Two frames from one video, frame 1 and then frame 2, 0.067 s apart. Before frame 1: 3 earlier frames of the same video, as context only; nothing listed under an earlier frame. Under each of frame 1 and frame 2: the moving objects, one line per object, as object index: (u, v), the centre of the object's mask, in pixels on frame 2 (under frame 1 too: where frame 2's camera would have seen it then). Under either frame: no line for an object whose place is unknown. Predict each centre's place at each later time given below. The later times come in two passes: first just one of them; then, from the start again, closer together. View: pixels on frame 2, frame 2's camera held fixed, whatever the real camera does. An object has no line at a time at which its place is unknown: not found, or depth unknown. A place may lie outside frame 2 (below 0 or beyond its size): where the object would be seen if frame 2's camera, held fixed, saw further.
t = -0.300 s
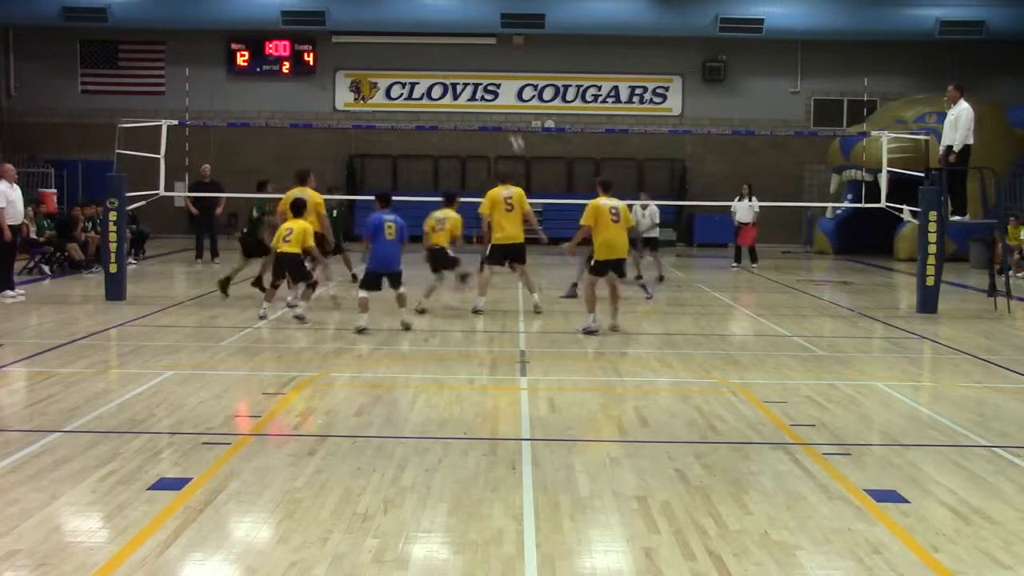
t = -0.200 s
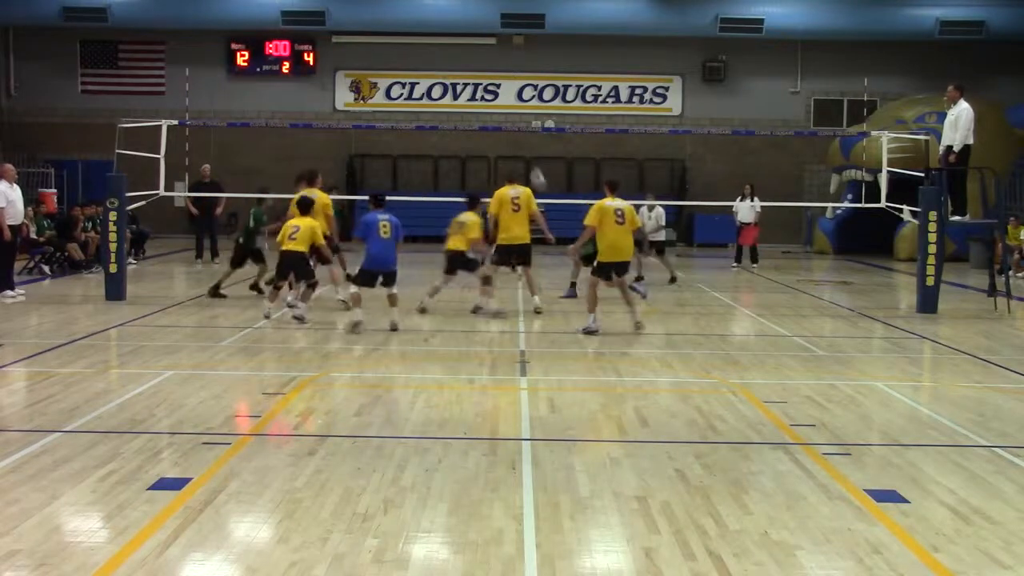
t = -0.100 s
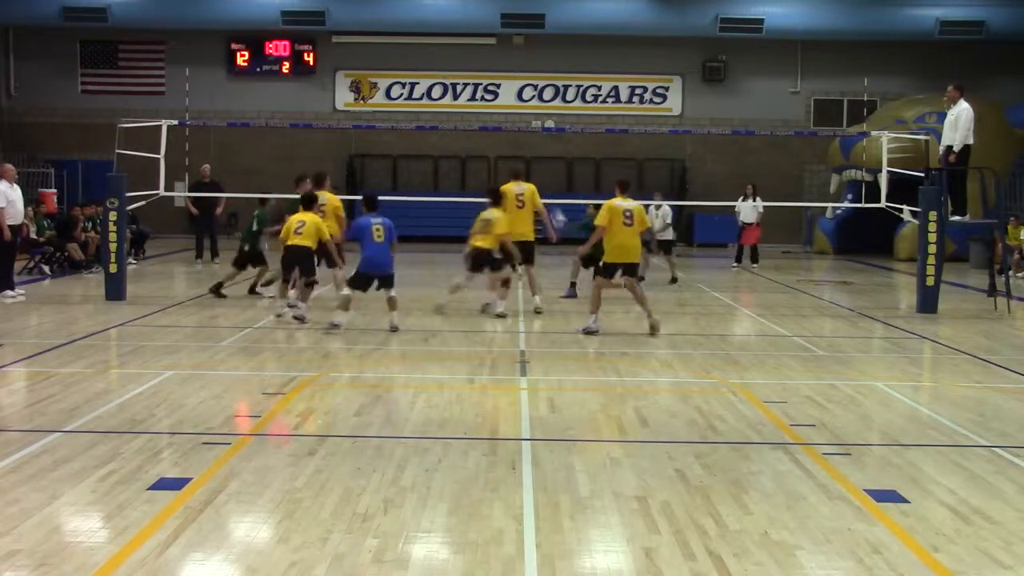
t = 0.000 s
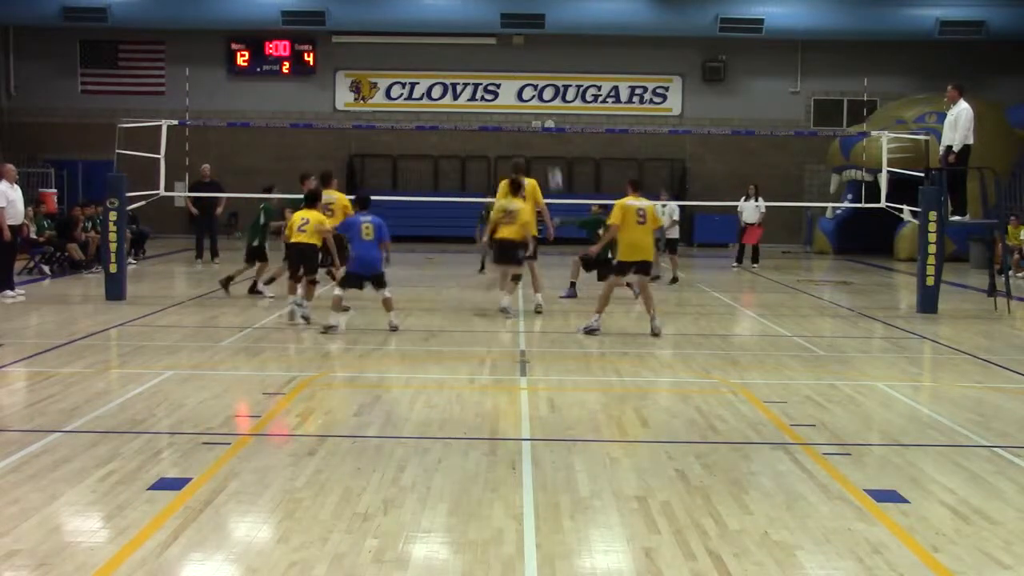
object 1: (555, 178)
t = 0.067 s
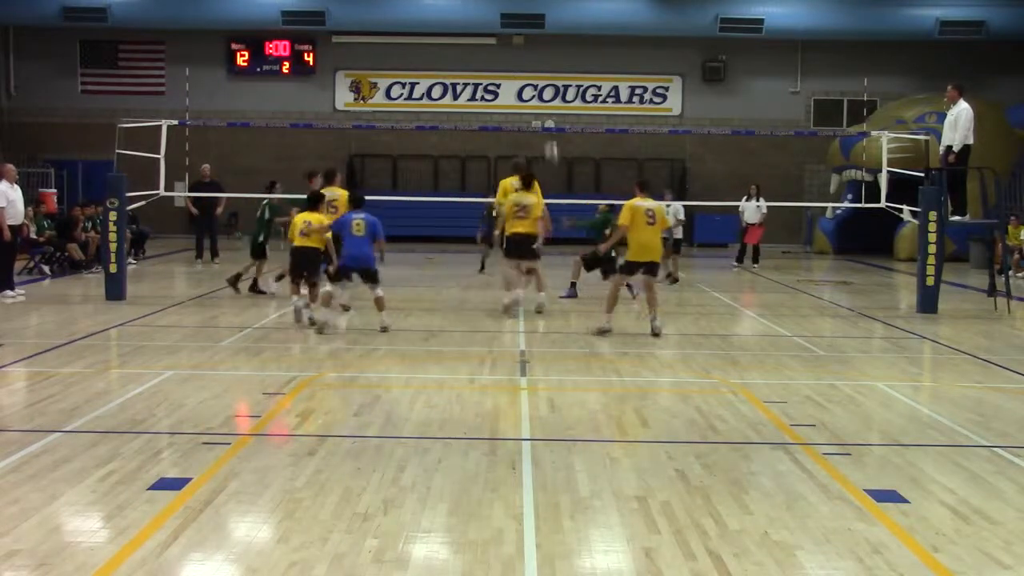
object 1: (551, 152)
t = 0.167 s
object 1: (547, 114)
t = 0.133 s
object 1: (545, 119)
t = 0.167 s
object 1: (547, 114)
